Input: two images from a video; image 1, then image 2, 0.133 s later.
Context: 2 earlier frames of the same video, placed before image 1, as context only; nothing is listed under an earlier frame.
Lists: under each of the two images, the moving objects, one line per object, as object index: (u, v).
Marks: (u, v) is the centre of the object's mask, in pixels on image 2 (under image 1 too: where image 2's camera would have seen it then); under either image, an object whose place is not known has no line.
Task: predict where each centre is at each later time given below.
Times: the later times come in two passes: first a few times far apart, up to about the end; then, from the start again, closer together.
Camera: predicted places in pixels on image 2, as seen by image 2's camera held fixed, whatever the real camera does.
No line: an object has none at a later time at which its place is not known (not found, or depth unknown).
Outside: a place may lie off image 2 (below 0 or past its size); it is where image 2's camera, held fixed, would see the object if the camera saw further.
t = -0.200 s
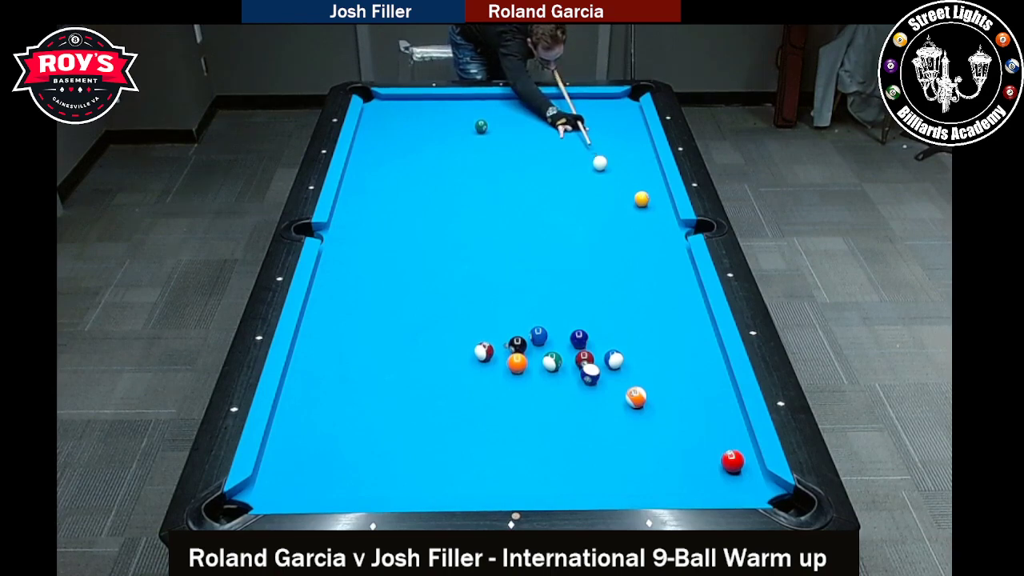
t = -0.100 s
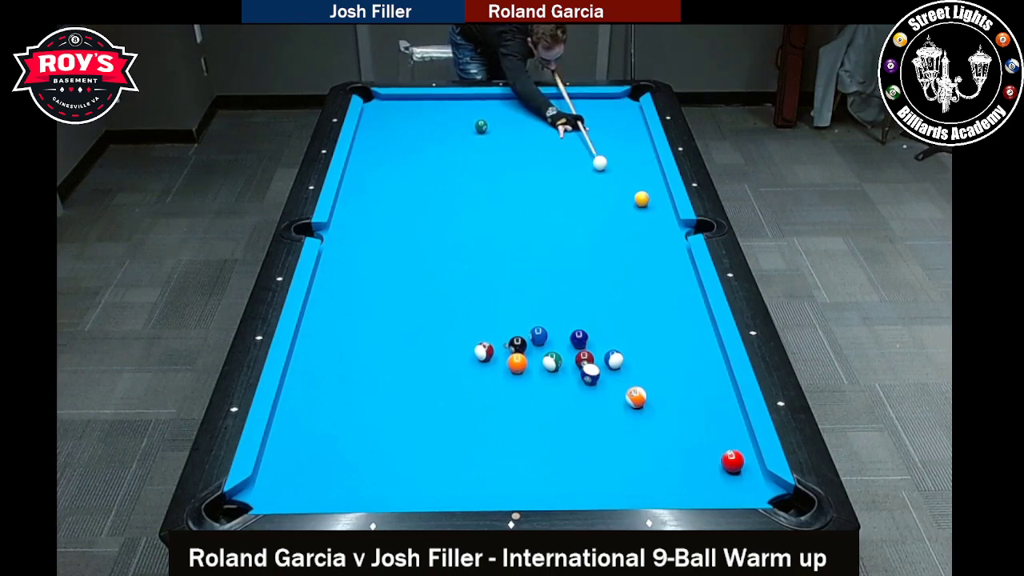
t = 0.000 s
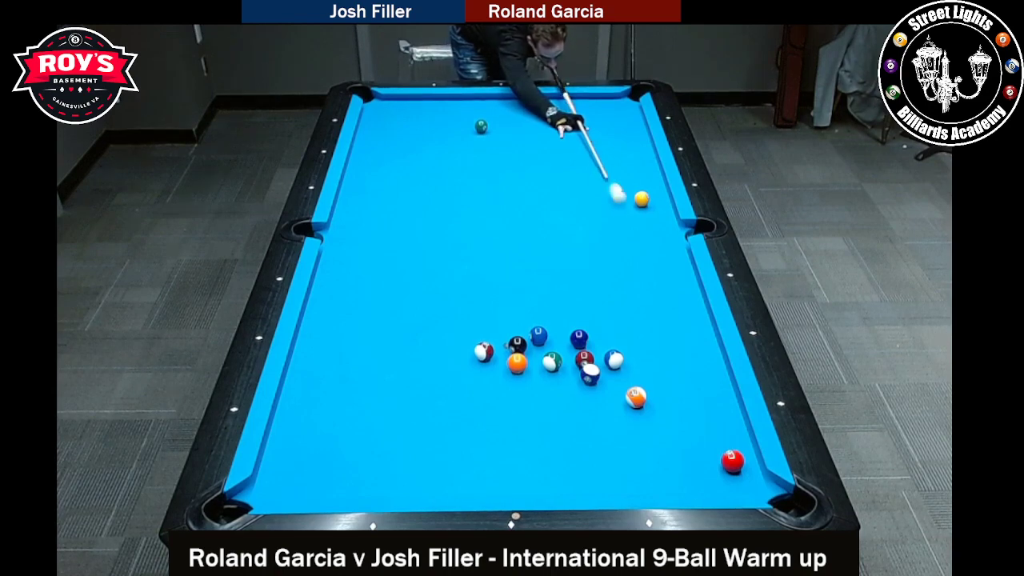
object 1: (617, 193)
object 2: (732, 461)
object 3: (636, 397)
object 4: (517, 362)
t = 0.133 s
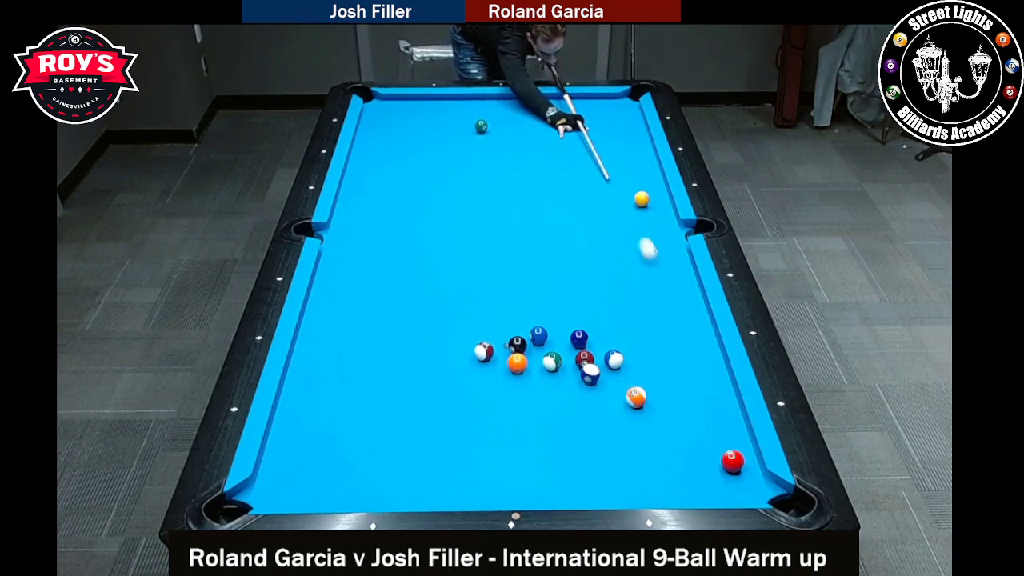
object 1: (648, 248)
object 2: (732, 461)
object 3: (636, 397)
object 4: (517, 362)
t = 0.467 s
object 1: (733, 403)
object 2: (732, 461)
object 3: (636, 397)
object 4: (517, 362)
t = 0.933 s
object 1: (723, 467)
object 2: (670, 444)
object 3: (636, 397)
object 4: (517, 362)
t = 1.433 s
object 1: (687, 485)
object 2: (602, 399)
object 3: (637, 380)
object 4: (517, 362)
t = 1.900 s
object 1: (662, 478)
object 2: (547, 380)
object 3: (639, 356)
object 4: (517, 362)
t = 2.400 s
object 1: (644, 471)
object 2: (512, 375)
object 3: (642, 336)
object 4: (505, 353)
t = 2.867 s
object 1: (634, 468)
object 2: (494, 375)
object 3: (645, 322)
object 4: (503, 350)
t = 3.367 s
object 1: (631, 468)
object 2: (481, 375)
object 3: (648, 312)
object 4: (502, 350)
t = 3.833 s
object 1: (631, 468)
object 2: (475, 376)
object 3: (649, 306)
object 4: (502, 350)
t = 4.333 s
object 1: (631, 467)
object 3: (650, 304)
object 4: (502, 350)
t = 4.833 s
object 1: (631, 467)
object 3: (650, 304)
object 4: (502, 350)
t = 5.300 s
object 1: (631, 468)
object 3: (650, 304)
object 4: (502, 350)
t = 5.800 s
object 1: (631, 468)
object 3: (650, 304)
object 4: (503, 350)
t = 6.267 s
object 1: (631, 468)
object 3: (650, 304)
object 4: (503, 350)
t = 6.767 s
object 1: (631, 468)
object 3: (650, 304)
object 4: (503, 350)
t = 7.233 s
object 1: (631, 468)
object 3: (650, 304)
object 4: (503, 350)
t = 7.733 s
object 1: (631, 468)
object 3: (650, 304)
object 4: (502, 350)
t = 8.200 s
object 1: (631, 468)
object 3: (650, 304)
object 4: (503, 350)
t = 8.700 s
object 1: (631, 468)
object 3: (650, 304)
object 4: (503, 350)
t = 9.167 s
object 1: (631, 468)
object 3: (650, 304)
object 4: (503, 350)
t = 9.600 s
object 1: (631, 468)
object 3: (650, 304)
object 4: (502, 350)
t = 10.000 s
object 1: (631, 468)
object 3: (650, 304)
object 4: (502, 350)
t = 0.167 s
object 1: (656, 263)
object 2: (732, 461)
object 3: (636, 397)
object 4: (517, 362)
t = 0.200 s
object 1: (664, 277)
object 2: (732, 461)
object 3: (636, 397)
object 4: (517, 362)
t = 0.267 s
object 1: (681, 308)
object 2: (732, 461)
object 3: (636, 397)
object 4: (517, 362)
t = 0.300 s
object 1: (689, 323)
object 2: (732, 461)
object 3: (636, 397)
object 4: (517, 362)
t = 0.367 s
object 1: (706, 354)
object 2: (732, 461)
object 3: (636, 397)
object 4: (517, 362)
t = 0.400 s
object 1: (715, 371)
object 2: (732, 461)
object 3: (636, 397)
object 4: (517, 362)
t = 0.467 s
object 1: (733, 403)
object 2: (732, 461)
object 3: (636, 397)
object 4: (517, 362)
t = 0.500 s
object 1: (736, 417)
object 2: (732, 461)
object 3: (636, 397)
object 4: (517, 362)
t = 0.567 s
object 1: (740, 444)
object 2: (732, 462)
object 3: (636, 397)
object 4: (517, 362)
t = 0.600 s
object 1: (747, 450)
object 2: (727, 471)
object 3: (636, 397)
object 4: (517, 362)
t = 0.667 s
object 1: (744, 454)
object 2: (715, 484)
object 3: (636, 397)
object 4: (517, 362)
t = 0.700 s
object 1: (741, 456)
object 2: (708, 479)
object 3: (636, 397)
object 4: (517, 362)
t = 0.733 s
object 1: (739, 457)
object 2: (703, 474)
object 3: (636, 397)
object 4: (517, 362)
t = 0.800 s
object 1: (734, 461)
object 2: (692, 464)
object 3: (636, 397)
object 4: (517, 362)
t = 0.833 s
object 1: (731, 462)
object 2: (686, 459)
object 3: (636, 397)
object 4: (517, 362)
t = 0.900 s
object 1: (726, 466)
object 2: (675, 449)
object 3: (636, 397)
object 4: (517, 362)
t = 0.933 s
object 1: (723, 467)
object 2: (670, 444)
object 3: (636, 397)
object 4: (517, 362)
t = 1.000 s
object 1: (718, 470)
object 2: (661, 435)
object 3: (636, 397)
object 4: (517, 362)
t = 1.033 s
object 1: (715, 472)
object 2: (656, 430)
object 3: (636, 397)
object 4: (517, 362)
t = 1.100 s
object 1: (711, 475)
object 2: (646, 422)
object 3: (636, 397)
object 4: (517, 362)
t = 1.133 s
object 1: (708, 477)
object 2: (641, 417)
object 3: (636, 396)
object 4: (517, 362)
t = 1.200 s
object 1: (703, 480)
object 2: (632, 411)
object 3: (636, 394)
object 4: (517, 362)
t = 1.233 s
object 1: (701, 481)
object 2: (628, 409)
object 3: (636, 392)
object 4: (517, 362)
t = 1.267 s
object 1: (698, 482)
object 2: (623, 407)
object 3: (637, 391)
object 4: (517, 362)
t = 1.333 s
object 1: (694, 484)
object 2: (615, 404)
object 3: (637, 387)
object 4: (517, 362)
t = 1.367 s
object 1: (691, 485)
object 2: (610, 403)
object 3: (637, 384)
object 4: (517, 362)
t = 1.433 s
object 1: (687, 485)
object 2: (602, 399)
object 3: (637, 380)
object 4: (517, 362)
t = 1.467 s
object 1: (685, 484)
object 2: (598, 398)
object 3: (637, 379)
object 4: (517, 362)
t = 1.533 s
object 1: (681, 483)
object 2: (589, 395)
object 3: (637, 375)
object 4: (517, 362)
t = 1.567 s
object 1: (679, 483)
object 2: (585, 394)
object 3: (638, 373)
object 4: (517, 362)
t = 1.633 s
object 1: (675, 482)
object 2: (577, 391)
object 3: (638, 370)
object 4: (517, 362)
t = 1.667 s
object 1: (673, 481)
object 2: (573, 389)
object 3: (638, 368)
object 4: (517, 362)
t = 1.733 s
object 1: (670, 480)
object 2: (565, 387)
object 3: (638, 364)
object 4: (517, 362)
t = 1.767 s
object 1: (668, 479)
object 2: (561, 385)
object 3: (638, 363)
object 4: (517, 362)
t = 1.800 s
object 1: (666, 479)
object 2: (558, 384)
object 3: (639, 361)
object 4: (517, 362)
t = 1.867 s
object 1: (663, 478)
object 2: (550, 381)
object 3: (639, 358)
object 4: (517, 362)
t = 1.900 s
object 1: (662, 478)
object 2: (547, 380)
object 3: (639, 356)
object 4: (517, 362)
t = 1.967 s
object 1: (659, 477)
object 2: (540, 377)
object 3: (640, 353)
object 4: (517, 362)
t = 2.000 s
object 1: (657, 476)
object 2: (536, 377)
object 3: (640, 352)
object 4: (517, 362)
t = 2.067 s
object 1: (655, 475)
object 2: (529, 374)
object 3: (640, 349)
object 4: (517, 362)
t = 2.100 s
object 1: (654, 475)
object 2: (527, 374)
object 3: (641, 347)
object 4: (516, 361)
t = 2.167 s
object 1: (651, 474)
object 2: (523, 374)
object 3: (641, 345)
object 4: (513, 359)
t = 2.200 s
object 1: (650, 474)
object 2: (522, 374)
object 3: (641, 343)
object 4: (512, 358)
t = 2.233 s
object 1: (649, 473)
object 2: (520, 374)
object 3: (641, 342)
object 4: (511, 357)
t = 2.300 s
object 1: (647, 472)
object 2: (517, 374)
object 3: (642, 339)
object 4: (508, 355)
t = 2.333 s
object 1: (645, 472)
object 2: (515, 374)
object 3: (642, 338)
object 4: (507, 355)
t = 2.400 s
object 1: (644, 471)
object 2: (512, 375)
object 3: (642, 336)
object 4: (505, 353)
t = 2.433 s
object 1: (643, 471)
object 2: (511, 375)
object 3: (642, 335)
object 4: (504, 353)
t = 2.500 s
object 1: (641, 470)
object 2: (508, 375)
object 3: (642, 333)
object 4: (504, 352)
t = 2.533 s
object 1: (640, 470)
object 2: (506, 375)
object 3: (643, 331)
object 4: (504, 352)
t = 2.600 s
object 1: (639, 470)
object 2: (503, 375)
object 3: (643, 329)
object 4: (503, 351)
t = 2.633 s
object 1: (638, 469)
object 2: (502, 375)
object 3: (643, 328)
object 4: (503, 351)
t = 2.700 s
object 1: (636, 469)
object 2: (500, 375)
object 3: (644, 326)
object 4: (503, 350)
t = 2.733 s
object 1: (636, 469)
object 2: (498, 375)
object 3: (644, 326)
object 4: (503, 350)
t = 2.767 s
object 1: (635, 469)
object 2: (497, 375)
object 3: (644, 325)
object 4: (503, 350)
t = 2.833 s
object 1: (634, 469)
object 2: (495, 375)
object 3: (645, 323)
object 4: (503, 350)
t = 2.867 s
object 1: (634, 468)
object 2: (494, 375)
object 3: (645, 322)
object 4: (503, 350)
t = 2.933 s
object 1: (633, 468)
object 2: (491, 375)
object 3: (646, 320)
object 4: (503, 350)
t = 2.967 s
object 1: (632, 468)
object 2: (490, 375)
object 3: (646, 320)
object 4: (502, 350)
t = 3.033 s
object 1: (632, 468)
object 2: (489, 375)
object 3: (646, 318)
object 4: (502, 350)
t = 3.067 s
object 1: (631, 468)
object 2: (488, 375)
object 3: (646, 318)
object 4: (502, 350)
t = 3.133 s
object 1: (631, 468)
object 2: (486, 375)
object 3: (647, 316)
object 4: (502, 350)
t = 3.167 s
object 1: (631, 468)
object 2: (485, 375)
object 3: (647, 315)
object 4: (502, 350)
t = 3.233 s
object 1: (631, 468)
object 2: (483, 375)
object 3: (647, 314)
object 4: (502, 350)
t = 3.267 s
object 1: (631, 468)
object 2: (483, 375)
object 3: (647, 314)
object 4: (503, 350)
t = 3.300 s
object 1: (631, 468)
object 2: (482, 375)
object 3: (647, 313)
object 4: (502, 350)
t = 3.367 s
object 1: (631, 468)
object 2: (481, 375)
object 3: (648, 312)
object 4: (502, 350)
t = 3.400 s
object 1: (631, 468)
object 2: (480, 375)
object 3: (648, 311)
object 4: (502, 350)
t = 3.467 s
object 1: (631, 468)
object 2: (479, 375)
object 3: (648, 310)
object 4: (503, 350)
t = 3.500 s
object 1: (631, 468)
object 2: (478, 375)
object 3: (648, 310)
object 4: (502, 350)
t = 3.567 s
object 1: (631, 468)
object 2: (477, 375)
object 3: (648, 309)
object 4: (502, 350)
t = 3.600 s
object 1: (631, 468)
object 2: (477, 376)
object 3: (649, 309)
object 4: (502, 350)
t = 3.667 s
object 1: (631, 468)
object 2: (476, 376)
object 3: (649, 308)
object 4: (502, 350)
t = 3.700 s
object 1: (631, 468)
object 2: (476, 376)
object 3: (649, 307)
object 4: (502, 350)
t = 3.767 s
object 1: (631, 468)
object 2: (475, 376)
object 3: (649, 307)
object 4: (502, 350)
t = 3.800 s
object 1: (631, 468)
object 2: (475, 376)
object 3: (649, 307)
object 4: (502, 350)
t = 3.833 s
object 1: (631, 468)
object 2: (475, 376)
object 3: (649, 306)
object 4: (502, 350)
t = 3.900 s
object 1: (631, 468)
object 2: (474, 376)
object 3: (649, 306)
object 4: (502, 350)
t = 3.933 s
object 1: (631, 468)
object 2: (474, 376)
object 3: (649, 305)
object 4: (503, 350)
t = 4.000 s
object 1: (631, 468)
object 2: (474, 375)
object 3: (649, 305)
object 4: (503, 350)
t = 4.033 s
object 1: (631, 468)
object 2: (475, 375)
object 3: (649, 305)
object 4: (503, 350)
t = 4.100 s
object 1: (631, 468)
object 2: (475, 376)
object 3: (649, 304)
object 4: (503, 350)
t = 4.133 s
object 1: (631, 468)
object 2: (475, 376)
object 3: (649, 304)
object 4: (502, 350)
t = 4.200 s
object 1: (631, 468)
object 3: (650, 304)
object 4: (502, 350)
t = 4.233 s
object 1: (631, 468)
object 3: (650, 304)
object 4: (502, 350)
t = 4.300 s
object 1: (631, 467)
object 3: (650, 304)
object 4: (502, 350)
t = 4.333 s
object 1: (631, 467)
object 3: (650, 304)
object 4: (502, 350)
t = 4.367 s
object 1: (631, 468)
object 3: (650, 304)
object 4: (502, 350)
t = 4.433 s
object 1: (631, 467)
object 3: (650, 304)
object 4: (502, 350)
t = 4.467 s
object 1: (631, 467)
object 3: (650, 304)
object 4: (503, 350)
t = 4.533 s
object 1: (631, 467)
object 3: (650, 304)
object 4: (502, 350)
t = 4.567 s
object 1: (631, 467)
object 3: (650, 304)
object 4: (502, 350)
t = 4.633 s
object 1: (631, 467)
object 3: (650, 304)
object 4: (502, 350)
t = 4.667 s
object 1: (631, 467)
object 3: (650, 304)
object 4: (502, 350)
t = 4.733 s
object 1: (631, 467)
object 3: (650, 304)
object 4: (502, 350)
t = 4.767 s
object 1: (631, 467)
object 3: (650, 304)
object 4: (502, 350)
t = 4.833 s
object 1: (631, 467)
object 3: (650, 304)
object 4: (502, 350)
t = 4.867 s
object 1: (631, 467)
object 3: (650, 304)
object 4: (502, 350)
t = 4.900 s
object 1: (631, 467)
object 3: (650, 304)
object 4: (502, 350)
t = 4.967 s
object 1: (631, 467)
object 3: (650, 304)
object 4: (502, 350)
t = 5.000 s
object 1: (631, 467)
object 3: (650, 304)
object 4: (502, 350)
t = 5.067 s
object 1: (631, 467)
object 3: (650, 304)
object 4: (502, 350)
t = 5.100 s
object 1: (631, 467)
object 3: (650, 304)
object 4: (502, 350)
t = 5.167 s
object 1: (631, 467)
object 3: (650, 304)
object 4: (503, 350)
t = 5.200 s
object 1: (631, 467)
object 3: (650, 304)
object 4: (503, 350)
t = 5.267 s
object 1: (631, 467)
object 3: (650, 304)
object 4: (503, 350)
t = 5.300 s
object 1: (631, 468)
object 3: (650, 304)
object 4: (502, 350)
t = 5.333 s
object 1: (631, 467)
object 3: (650, 304)
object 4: (502, 350)
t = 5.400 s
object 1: (631, 467)
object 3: (650, 304)
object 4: (503, 350)
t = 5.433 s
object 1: (631, 467)
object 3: (650, 304)
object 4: (503, 350)
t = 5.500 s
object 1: (631, 468)
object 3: (650, 304)
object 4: (503, 350)
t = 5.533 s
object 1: (631, 468)
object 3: (650, 304)
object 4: (503, 350)
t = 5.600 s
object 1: (631, 468)
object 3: (650, 304)
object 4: (503, 350)
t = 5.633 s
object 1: (631, 468)
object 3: (650, 304)
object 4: (503, 350)
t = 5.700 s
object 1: (631, 468)
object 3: (650, 304)
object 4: (503, 350)
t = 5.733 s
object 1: (631, 468)
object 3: (650, 304)
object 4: (503, 350)
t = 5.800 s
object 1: (631, 468)
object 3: (650, 304)
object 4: (503, 350)
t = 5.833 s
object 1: (631, 468)
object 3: (650, 304)
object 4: (503, 350)
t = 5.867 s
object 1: (631, 468)
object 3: (650, 304)
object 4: (503, 350)
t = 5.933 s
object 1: (631, 468)
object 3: (650, 304)
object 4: (503, 350)
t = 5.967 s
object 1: (631, 468)
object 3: (650, 304)
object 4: (503, 350)
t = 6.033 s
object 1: (631, 468)
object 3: (650, 304)
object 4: (503, 350)
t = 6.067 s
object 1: (631, 468)
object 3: (650, 304)
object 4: (503, 350)
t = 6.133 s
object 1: (631, 468)
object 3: (650, 304)
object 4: (503, 350)
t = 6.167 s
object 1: (631, 468)
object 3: (650, 304)
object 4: (503, 350)
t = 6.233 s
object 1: (631, 468)
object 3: (650, 304)
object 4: (503, 350)
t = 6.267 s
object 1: (631, 468)
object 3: (650, 304)
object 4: (503, 350)
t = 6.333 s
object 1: (631, 468)
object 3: (650, 304)
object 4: (502, 350)
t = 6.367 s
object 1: (631, 468)
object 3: (650, 304)
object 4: (503, 350)
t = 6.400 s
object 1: (631, 468)
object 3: (650, 304)
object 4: (503, 350)
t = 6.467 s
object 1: (631, 468)
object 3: (650, 304)
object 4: (502, 350)
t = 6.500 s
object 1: (631, 468)
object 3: (650, 304)
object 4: (502, 350)
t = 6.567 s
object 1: (631, 468)
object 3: (650, 304)
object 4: (502, 350)
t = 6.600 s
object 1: (631, 468)
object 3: (650, 304)
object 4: (502, 350)
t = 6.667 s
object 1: (631, 468)
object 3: (650, 304)
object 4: (503, 350)
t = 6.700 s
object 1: (631, 467)
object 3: (650, 304)
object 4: (503, 350)
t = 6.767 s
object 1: (631, 468)
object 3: (650, 304)
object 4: (503, 350)
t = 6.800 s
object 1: (631, 468)
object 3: (650, 304)
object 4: (503, 350)
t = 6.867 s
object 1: (631, 467)
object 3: (650, 304)
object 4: (503, 350)
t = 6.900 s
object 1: (631, 468)
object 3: (650, 304)
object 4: (503, 350)
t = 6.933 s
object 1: (631, 468)
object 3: (650, 304)
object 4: (503, 350)
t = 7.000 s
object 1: (631, 468)
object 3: (650, 304)
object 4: (503, 350)
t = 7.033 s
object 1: (631, 468)
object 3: (650, 304)
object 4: (503, 350)
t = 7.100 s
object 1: (631, 468)
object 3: (650, 304)
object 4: (503, 350)
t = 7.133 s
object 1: (631, 468)
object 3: (650, 304)
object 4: (503, 350)
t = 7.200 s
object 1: (631, 468)
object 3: (650, 304)
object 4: (503, 350)
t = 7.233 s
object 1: (631, 468)
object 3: (650, 304)
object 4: (503, 350)
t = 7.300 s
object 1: (631, 468)
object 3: (650, 304)
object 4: (503, 350)
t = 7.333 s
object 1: (631, 468)
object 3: (650, 304)
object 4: (503, 350)
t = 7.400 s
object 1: (631, 468)
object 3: (650, 304)
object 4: (502, 350)
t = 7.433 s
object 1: (631, 468)
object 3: (650, 304)
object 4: (502, 350)
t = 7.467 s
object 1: (631, 468)
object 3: (650, 304)
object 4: (503, 350)
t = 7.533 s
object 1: (631, 468)
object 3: (650, 304)
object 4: (502, 350)
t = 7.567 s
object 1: (631, 468)
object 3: (650, 304)
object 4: (503, 350)
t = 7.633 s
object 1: (631, 468)
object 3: (650, 304)
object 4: (503, 350)
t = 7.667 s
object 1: (631, 468)
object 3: (650, 304)
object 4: (503, 350)
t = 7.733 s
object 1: (631, 468)
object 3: (650, 304)
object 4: (502, 350)
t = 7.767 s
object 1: (631, 468)
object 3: (650, 304)
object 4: (503, 350)
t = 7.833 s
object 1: (631, 468)
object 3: (650, 304)
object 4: (503, 350)
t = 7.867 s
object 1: (631, 468)
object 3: (650, 304)
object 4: (502, 350)
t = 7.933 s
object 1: (631, 468)
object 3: (650, 304)
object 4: (503, 350)
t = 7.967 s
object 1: (631, 468)
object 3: (650, 304)
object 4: (502, 350)
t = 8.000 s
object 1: (631, 468)
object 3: (650, 304)
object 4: (503, 350)
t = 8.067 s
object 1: (631, 468)
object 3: (650, 304)
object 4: (503, 350)
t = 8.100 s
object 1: (631, 468)
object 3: (650, 304)
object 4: (502, 350)
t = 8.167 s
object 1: (631, 468)
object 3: (650, 304)
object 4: (503, 350)
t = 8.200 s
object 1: (631, 468)
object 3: (650, 304)
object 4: (503, 350)
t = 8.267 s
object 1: (631, 468)
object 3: (650, 304)
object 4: (502, 350)
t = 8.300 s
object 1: (631, 468)
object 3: (650, 304)
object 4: (503, 350)
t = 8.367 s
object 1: (631, 468)
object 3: (650, 304)
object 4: (503, 350)
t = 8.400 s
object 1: (631, 468)
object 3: (650, 304)
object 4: (503, 350)
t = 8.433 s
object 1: (631, 468)
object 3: (650, 304)
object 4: (503, 350)
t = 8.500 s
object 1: (631, 468)
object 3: (650, 304)
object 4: (503, 350)
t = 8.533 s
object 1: (631, 468)
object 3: (650, 304)
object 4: (503, 350)
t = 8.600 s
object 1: (631, 468)
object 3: (650, 304)
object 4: (503, 350)
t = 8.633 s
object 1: (631, 468)
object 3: (650, 304)
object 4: (503, 350)
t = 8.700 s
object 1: (631, 468)
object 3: (650, 304)
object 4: (503, 350)
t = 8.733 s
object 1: (631, 468)
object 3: (650, 304)
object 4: (502, 350)
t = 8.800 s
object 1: (631, 468)
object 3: (650, 304)
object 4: (503, 350)
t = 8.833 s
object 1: (631, 468)
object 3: (650, 304)
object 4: (503, 350)
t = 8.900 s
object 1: (631, 468)
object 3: (650, 304)
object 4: (503, 350)
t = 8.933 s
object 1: (631, 468)
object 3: (650, 304)
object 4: (503, 350)
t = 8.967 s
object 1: (631, 468)
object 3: (650, 304)
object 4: (503, 350)
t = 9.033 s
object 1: (631, 468)
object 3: (650, 304)
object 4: (503, 350)
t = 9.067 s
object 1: (631, 468)
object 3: (650, 304)
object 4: (503, 350)
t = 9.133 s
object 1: (631, 468)
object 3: (650, 304)
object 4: (503, 350)
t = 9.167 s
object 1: (631, 468)
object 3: (650, 304)
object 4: (503, 350)
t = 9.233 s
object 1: (631, 468)
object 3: (650, 304)
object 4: (502, 350)
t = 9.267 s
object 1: (631, 468)
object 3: (650, 304)
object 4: (503, 350)
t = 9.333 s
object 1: (631, 468)
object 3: (650, 304)
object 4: (503, 350)
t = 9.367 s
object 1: (631, 468)
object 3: (650, 304)
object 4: (502, 350)
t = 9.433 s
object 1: (631, 468)
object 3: (650, 304)
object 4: (503, 350)
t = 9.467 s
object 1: (631, 468)
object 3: (650, 304)
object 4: (502, 350)
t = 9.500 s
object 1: (631, 468)
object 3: (650, 304)
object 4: (503, 350)
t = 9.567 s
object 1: (631, 468)
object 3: (650, 304)
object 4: (503, 350)
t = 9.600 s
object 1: (631, 468)
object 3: (650, 304)
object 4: (502, 350)
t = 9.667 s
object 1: (631, 468)
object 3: (650, 304)
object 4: (503, 350)
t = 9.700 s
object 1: (631, 468)
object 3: (650, 304)
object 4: (502, 350)
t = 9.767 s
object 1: (631, 468)
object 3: (650, 304)
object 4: (502, 350)
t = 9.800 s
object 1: (631, 468)
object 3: (650, 304)
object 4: (503, 350)
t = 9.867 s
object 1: (631, 468)
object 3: (650, 304)
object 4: (503, 350)
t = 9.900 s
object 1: (631, 468)
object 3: (650, 304)
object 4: (503, 350)
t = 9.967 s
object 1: (631, 468)
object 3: (650, 304)
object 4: (503, 350)
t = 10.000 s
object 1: (631, 468)
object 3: (650, 304)
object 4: (502, 350)
